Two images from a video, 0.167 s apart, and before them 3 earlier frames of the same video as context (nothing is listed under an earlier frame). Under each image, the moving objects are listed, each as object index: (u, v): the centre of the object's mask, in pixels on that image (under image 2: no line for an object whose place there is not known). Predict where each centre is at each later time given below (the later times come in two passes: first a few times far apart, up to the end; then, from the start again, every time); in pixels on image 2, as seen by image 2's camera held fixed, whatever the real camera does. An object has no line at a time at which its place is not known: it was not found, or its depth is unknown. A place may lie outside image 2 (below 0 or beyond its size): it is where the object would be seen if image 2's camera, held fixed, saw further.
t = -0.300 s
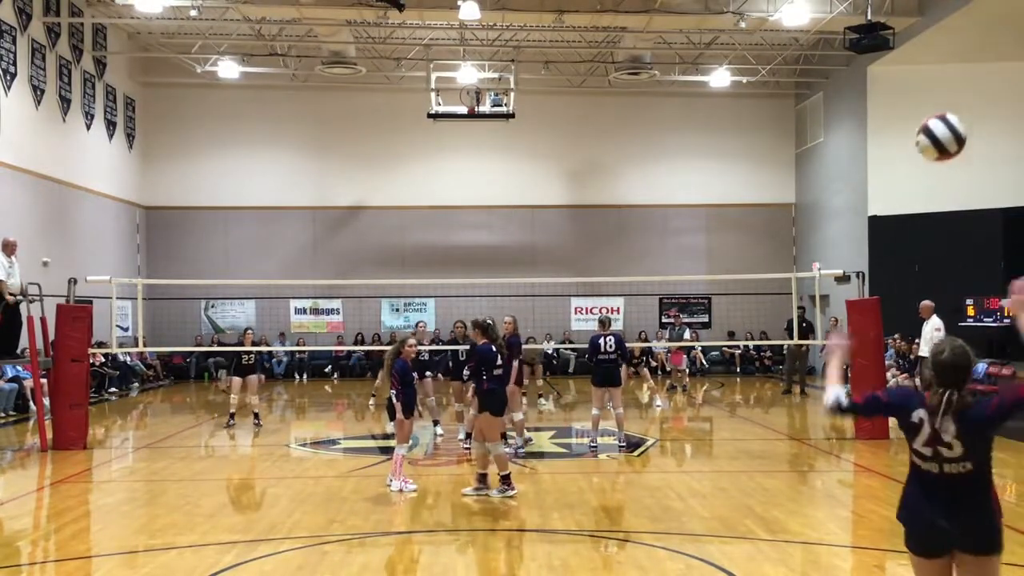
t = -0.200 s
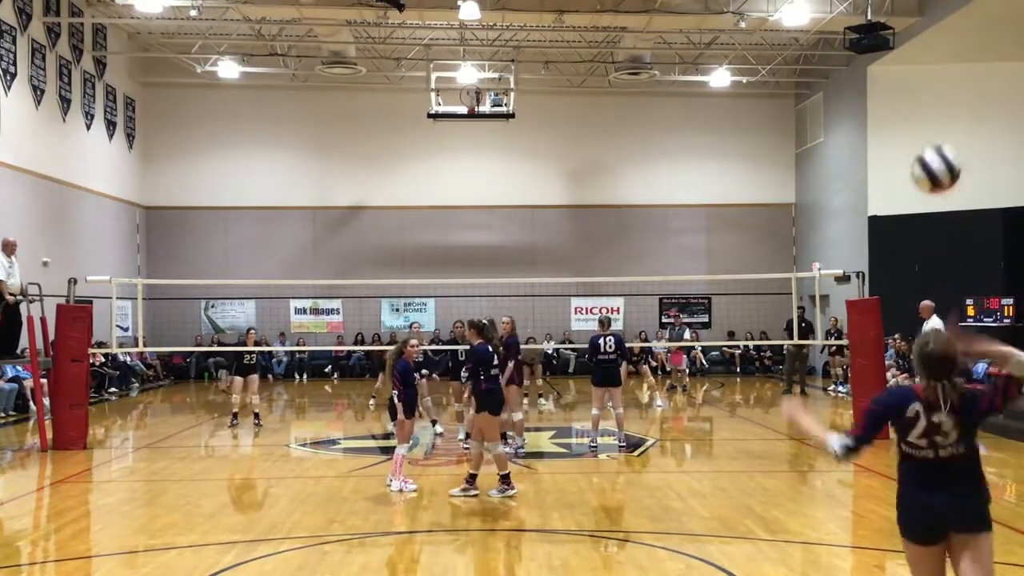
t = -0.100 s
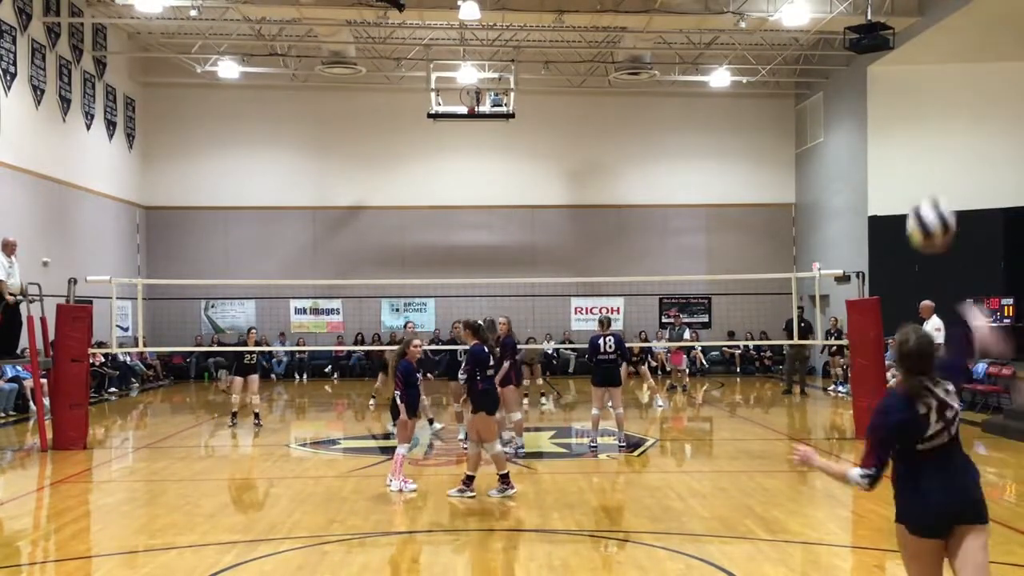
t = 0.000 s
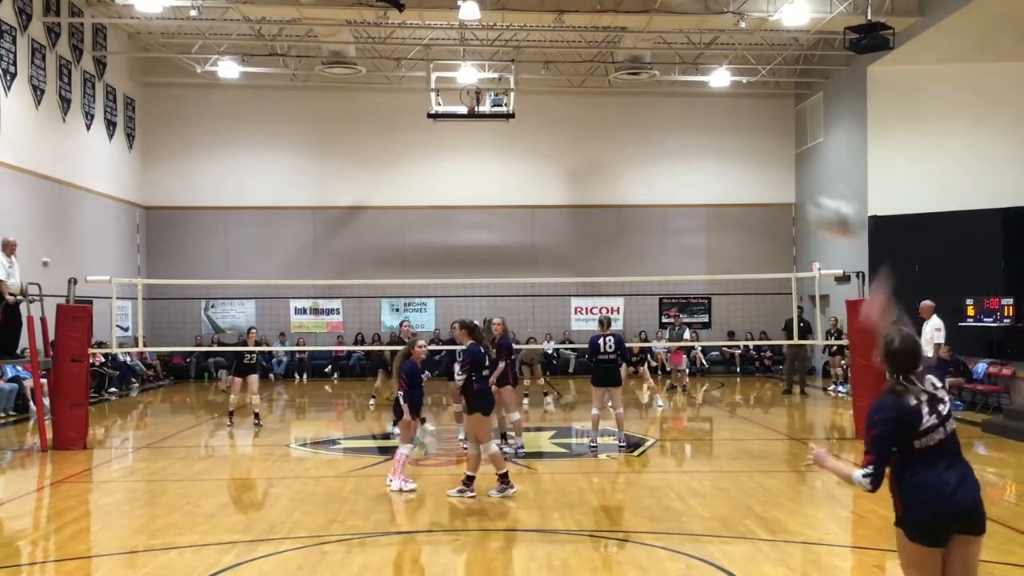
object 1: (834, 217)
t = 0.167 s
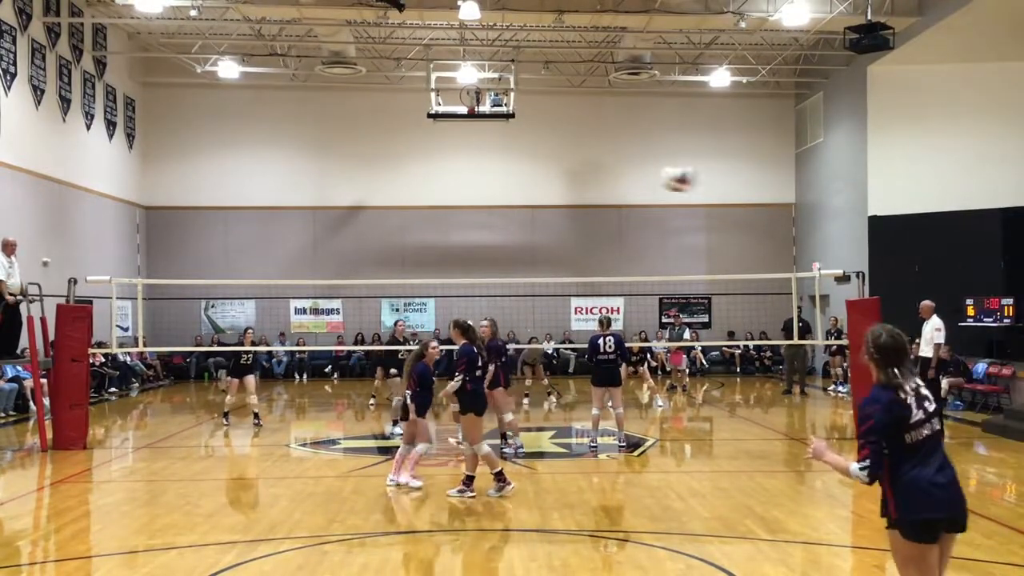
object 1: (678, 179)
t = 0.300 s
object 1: (607, 183)
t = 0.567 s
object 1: (522, 237)
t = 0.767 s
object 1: (479, 289)
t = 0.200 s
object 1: (658, 177)
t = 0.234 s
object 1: (639, 178)
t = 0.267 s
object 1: (623, 180)
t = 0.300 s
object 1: (607, 183)
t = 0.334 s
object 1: (595, 188)
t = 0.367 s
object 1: (581, 193)
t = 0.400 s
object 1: (571, 199)
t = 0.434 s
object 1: (558, 206)
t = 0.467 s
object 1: (548, 213)
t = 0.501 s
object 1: (539, 221)
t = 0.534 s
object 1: (530, 229)
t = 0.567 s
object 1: (522, 237)
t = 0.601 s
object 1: (514, 245)
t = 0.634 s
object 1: (506, 255)
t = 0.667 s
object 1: (498, 263)
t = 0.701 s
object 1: (492, 272)
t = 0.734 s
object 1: (486, 280)
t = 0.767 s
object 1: (479, 289)
